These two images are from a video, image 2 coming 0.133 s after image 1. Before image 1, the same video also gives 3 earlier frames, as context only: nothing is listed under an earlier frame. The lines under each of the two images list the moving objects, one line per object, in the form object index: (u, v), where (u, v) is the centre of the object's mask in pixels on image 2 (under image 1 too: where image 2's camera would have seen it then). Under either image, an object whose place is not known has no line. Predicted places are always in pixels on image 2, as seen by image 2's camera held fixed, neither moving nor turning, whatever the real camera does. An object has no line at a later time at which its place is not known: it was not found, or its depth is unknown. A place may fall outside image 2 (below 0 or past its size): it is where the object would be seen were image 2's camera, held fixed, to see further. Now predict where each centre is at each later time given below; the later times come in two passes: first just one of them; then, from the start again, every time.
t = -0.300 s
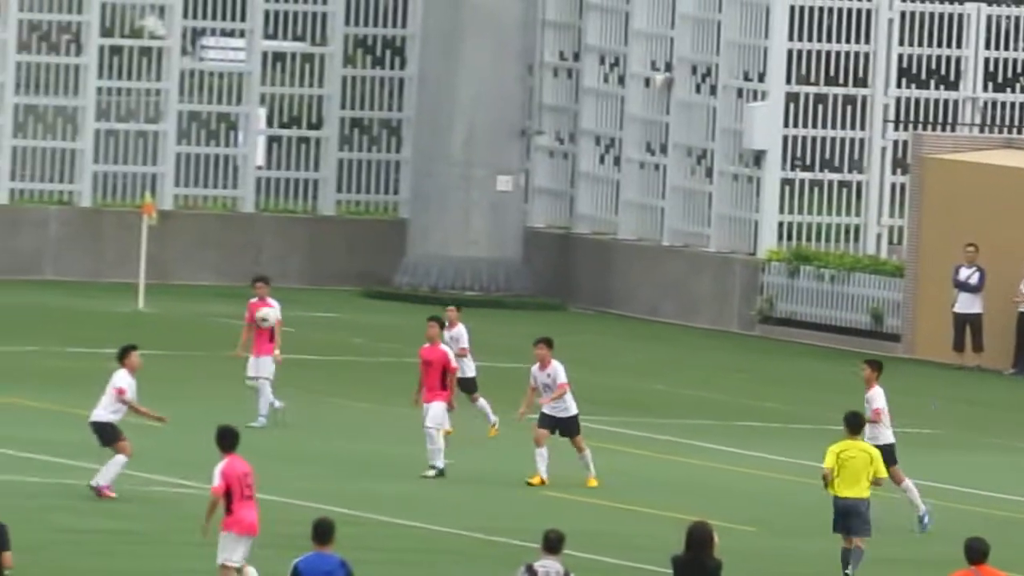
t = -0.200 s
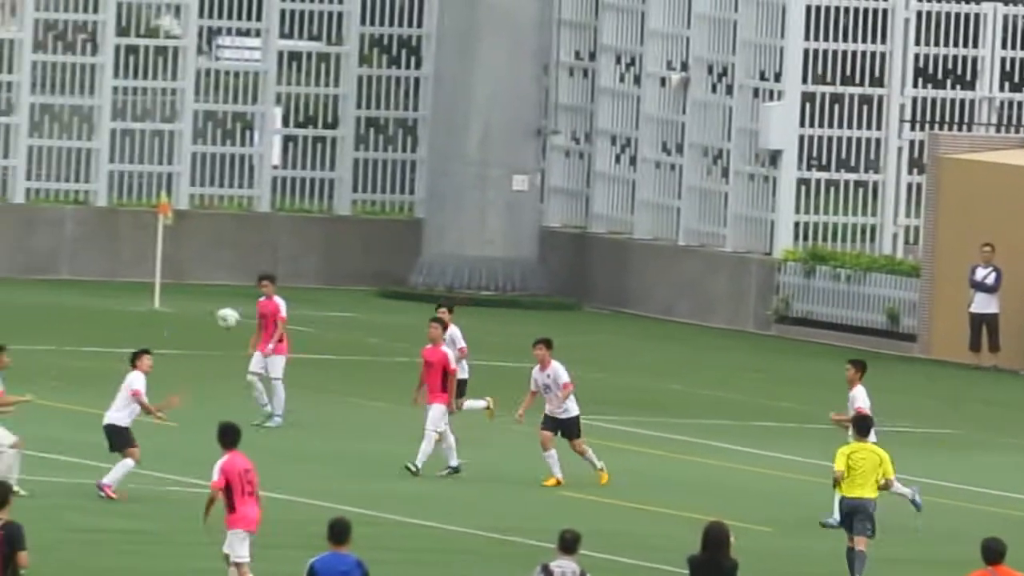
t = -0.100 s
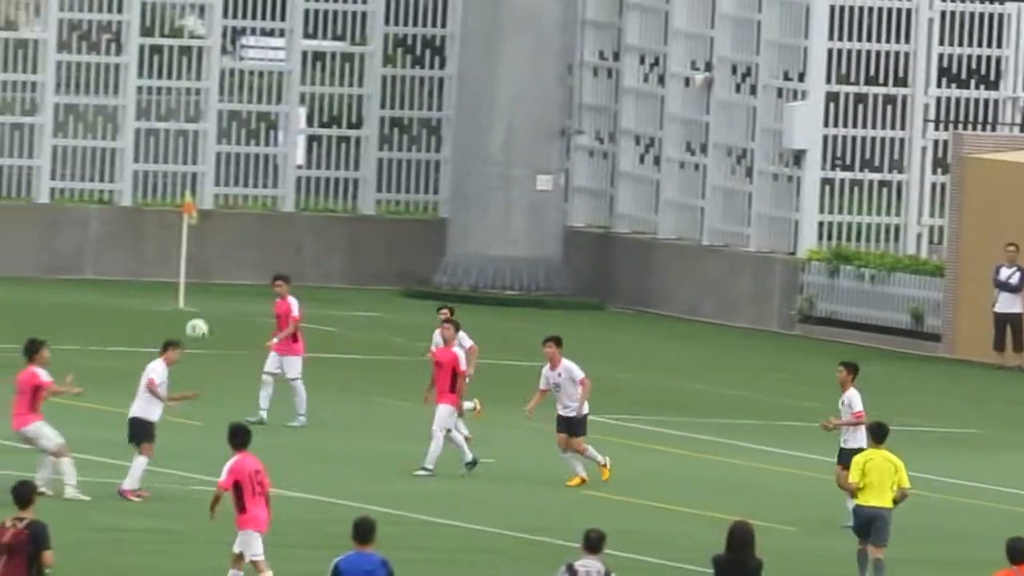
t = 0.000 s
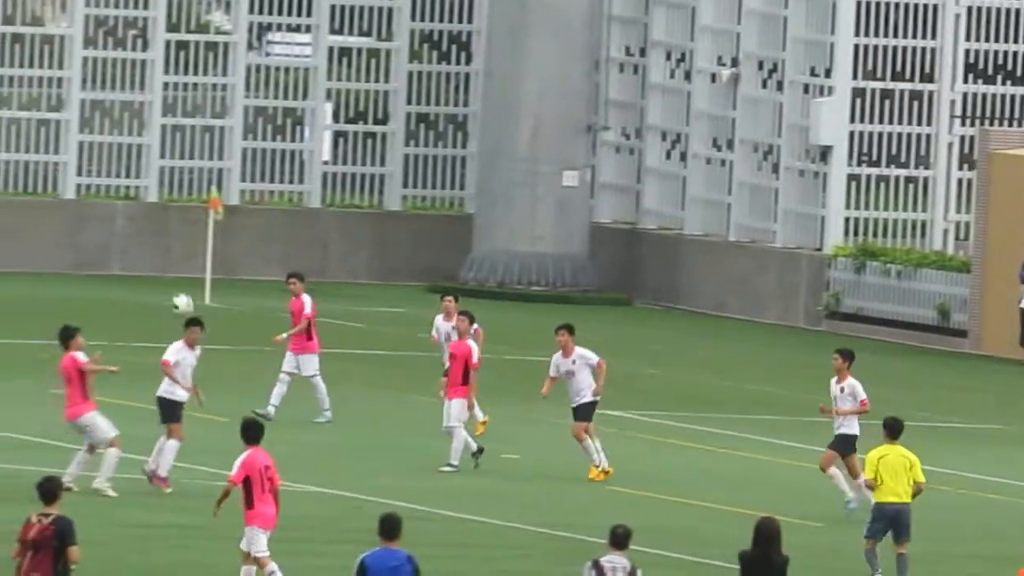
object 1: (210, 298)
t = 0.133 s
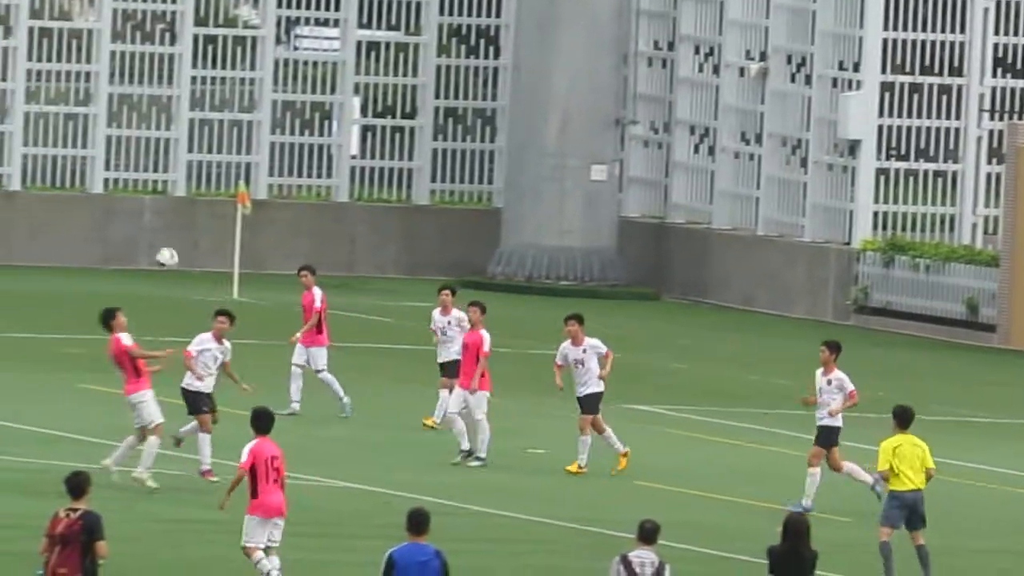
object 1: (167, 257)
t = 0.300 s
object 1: (112, 234)
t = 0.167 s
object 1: (156, 251)
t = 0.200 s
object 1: (145, 244)
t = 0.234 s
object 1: (134, 239)
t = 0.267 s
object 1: (123, 236)
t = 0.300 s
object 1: (112, 234)
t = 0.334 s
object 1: (100, 232)
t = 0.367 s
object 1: (88, 233)
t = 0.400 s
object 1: (78, 234)
